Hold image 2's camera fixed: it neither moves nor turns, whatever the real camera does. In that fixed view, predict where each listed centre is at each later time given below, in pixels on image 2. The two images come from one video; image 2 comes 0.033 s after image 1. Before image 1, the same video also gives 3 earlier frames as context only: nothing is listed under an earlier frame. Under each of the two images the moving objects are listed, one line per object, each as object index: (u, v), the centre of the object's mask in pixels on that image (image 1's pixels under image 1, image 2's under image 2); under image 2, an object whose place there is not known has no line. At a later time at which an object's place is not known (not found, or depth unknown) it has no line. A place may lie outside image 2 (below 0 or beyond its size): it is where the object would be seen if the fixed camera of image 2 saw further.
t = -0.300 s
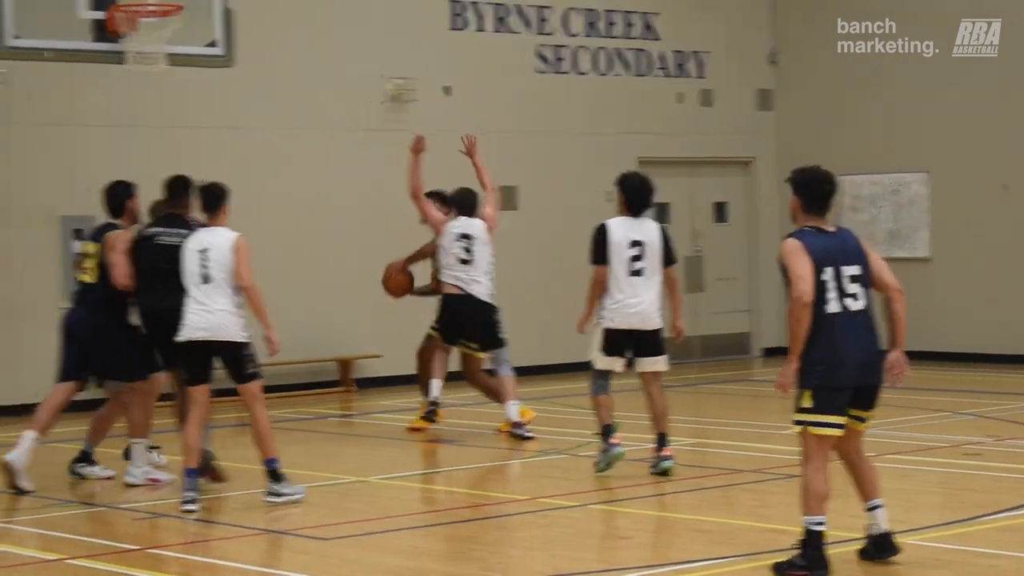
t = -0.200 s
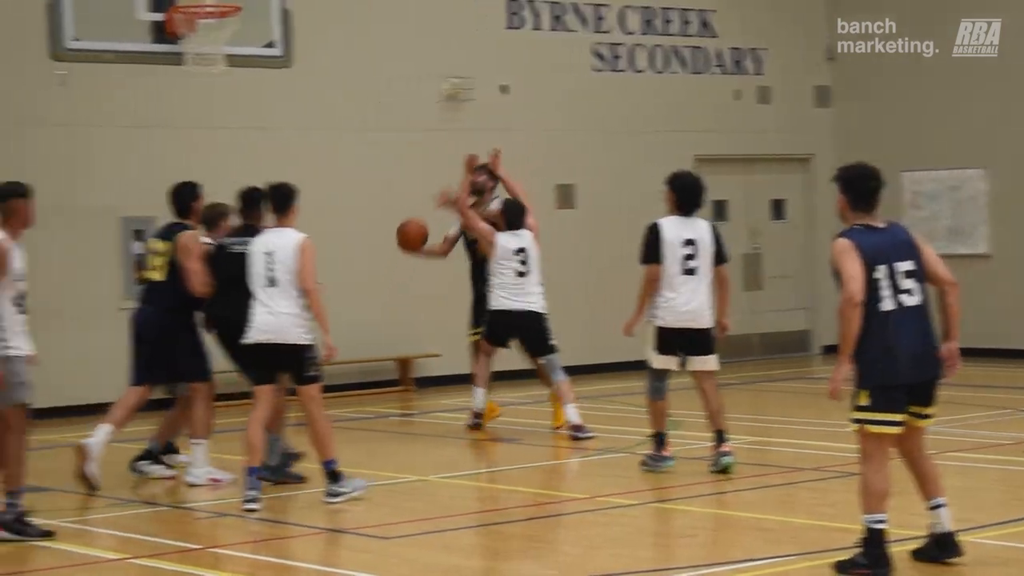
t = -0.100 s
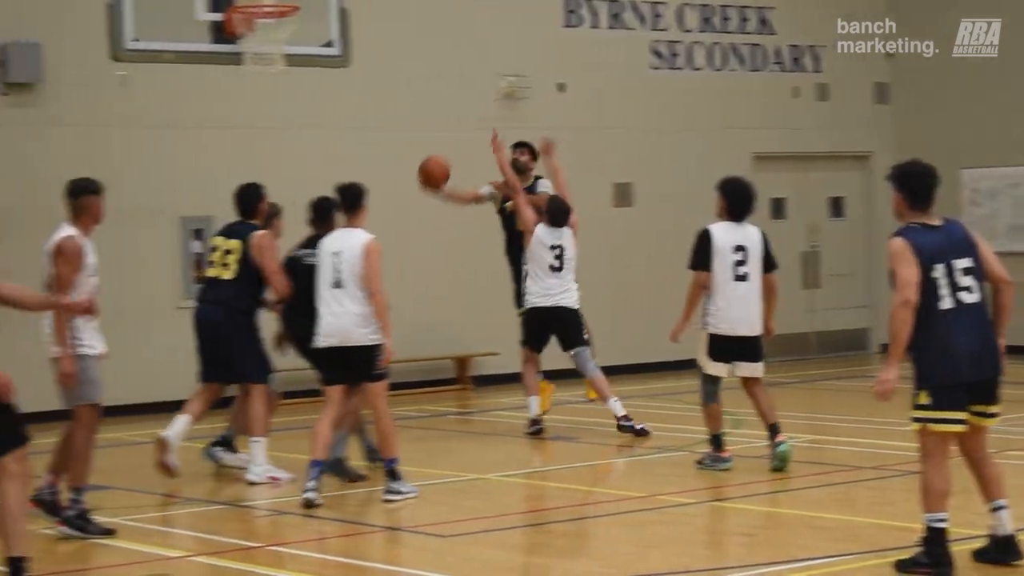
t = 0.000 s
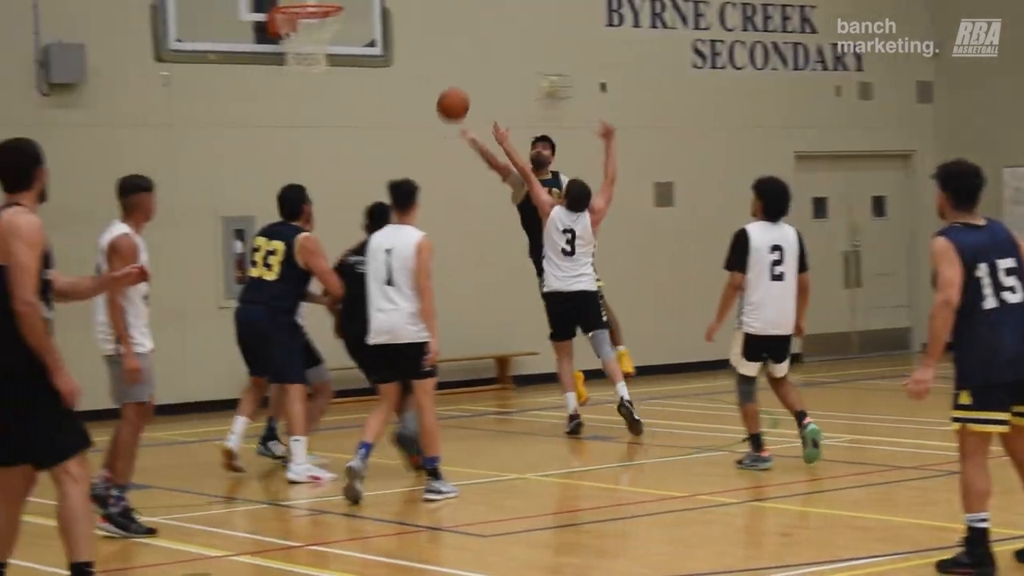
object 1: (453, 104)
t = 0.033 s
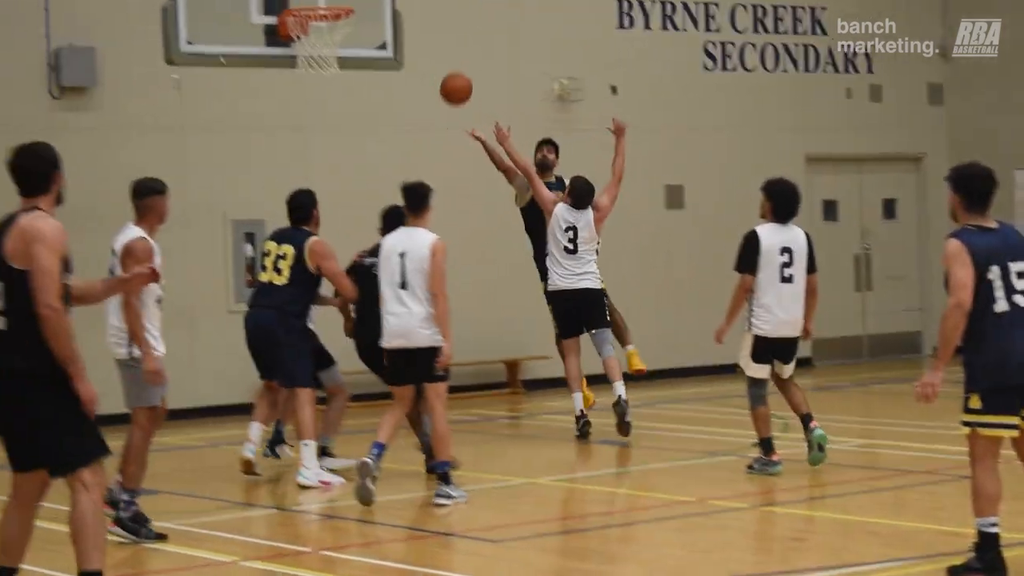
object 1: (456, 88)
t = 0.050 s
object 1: (453, 79)
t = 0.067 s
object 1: (449, 70)
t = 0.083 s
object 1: (444, 62)
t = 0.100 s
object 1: (440, 54)
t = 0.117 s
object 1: (436, 46)
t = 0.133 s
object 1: (433, 39)
